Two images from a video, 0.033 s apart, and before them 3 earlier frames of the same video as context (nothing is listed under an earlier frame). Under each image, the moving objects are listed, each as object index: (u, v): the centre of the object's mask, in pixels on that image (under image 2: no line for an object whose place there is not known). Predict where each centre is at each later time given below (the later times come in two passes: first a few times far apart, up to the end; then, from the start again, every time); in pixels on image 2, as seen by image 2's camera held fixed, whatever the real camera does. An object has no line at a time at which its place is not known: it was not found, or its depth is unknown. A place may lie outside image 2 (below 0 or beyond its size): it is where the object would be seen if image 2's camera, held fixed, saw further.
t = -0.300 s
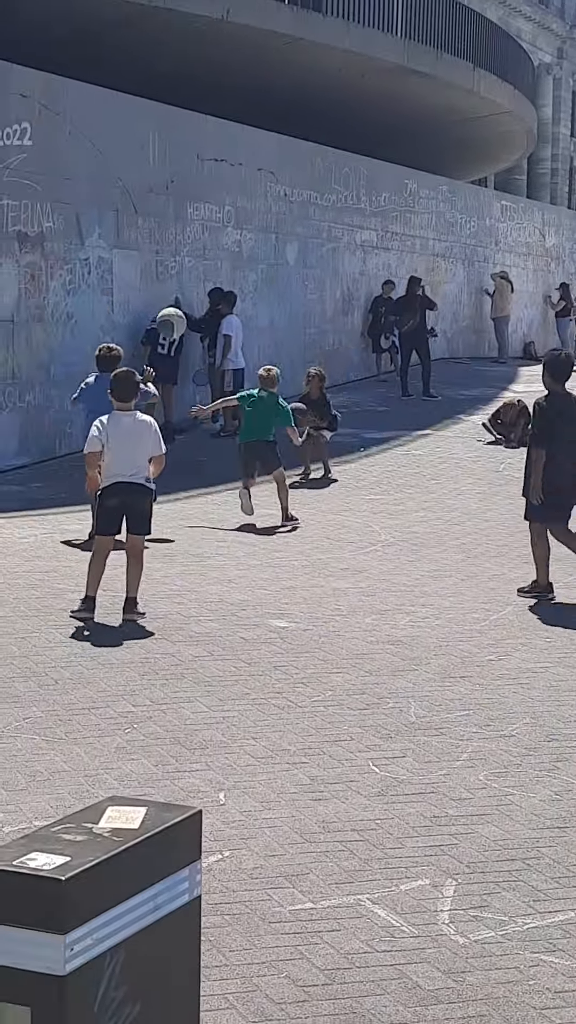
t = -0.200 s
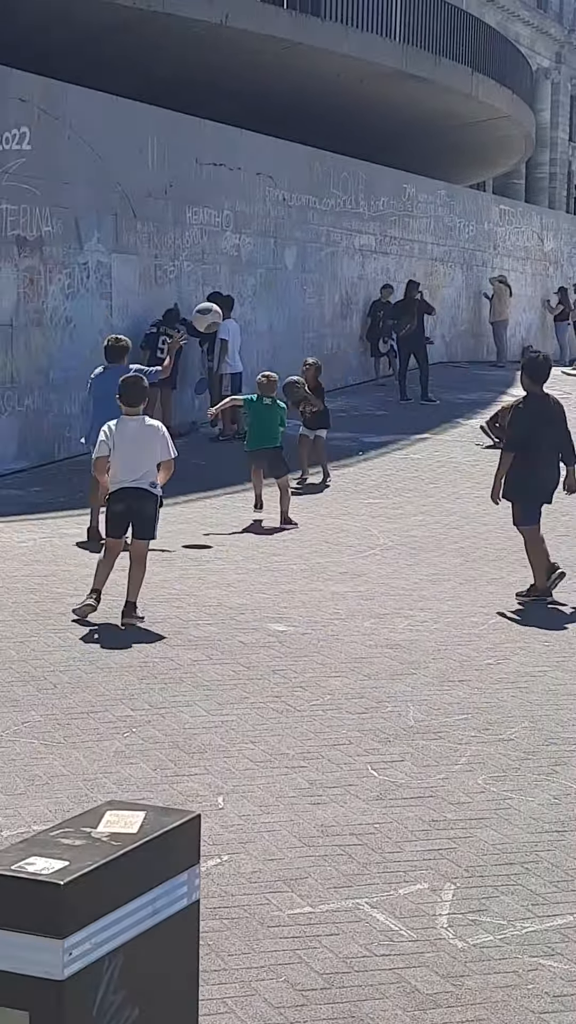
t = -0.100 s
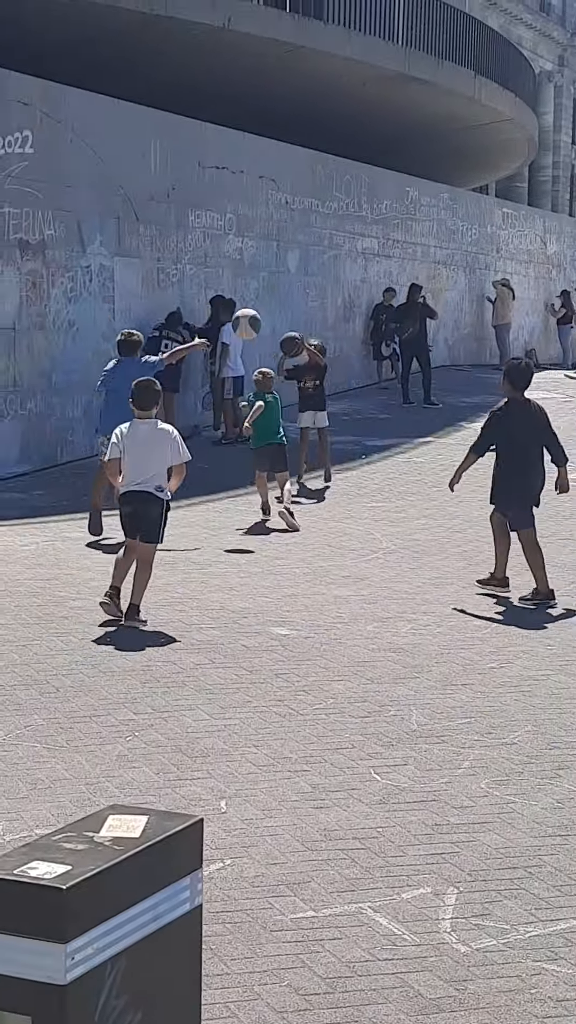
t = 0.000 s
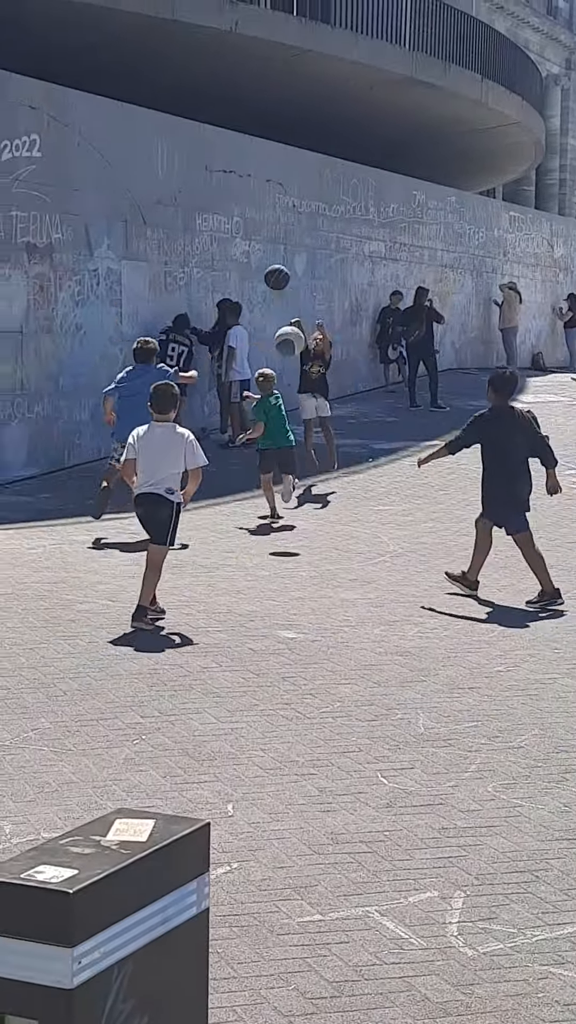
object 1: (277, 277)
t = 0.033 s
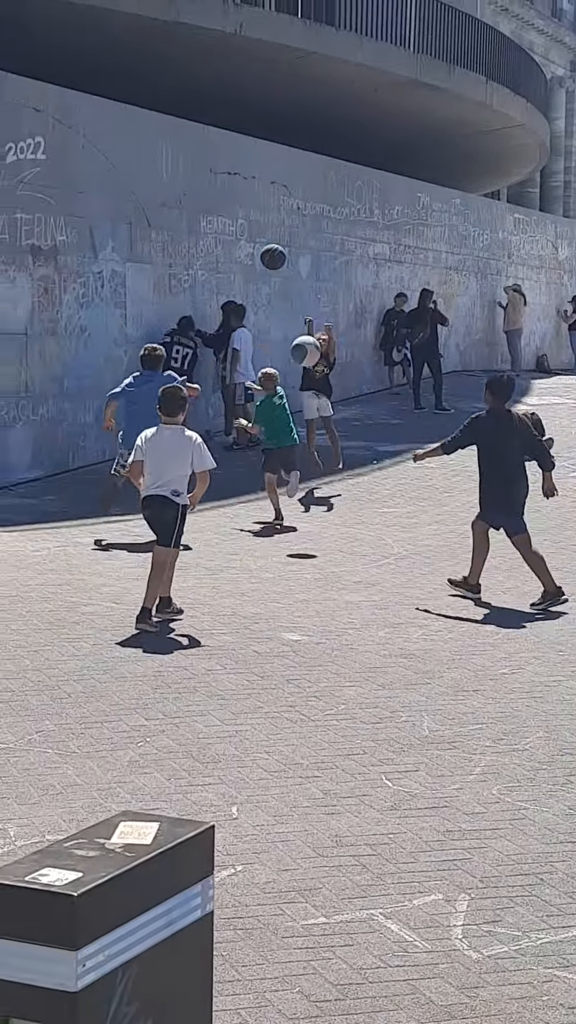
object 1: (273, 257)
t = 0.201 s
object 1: (231, 159)
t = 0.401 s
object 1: (174, 71)
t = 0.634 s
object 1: (97, 20)
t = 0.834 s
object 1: (25, 27)
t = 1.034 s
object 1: (-53, 88)
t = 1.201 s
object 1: (-87, 84)
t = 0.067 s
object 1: (265, 236)
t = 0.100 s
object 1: (257, 212)
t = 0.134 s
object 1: (248, 193)
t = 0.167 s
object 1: (239, 175)
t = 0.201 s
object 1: (231, 159)
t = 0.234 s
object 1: (221, 142)
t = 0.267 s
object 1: (212, 125)
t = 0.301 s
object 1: (203, 110)
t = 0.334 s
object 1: (193, 97)
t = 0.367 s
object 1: (183, 83)
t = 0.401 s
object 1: (174, 71)
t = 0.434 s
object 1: (164, 59)
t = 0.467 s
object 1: (154, 49)
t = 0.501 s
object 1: (142, 42)
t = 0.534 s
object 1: (132, 35)
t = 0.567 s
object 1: (121, 27)
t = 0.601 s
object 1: (110, 23)
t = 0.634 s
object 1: (97, 20)
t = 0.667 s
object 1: (86, 16)
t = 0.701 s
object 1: (74, 13)
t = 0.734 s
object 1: (62, 15)
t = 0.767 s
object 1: (50, 19)
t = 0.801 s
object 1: (38, 23)
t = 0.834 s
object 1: (25, 27)
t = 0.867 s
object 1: (12, 34)
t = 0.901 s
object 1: (-1, 41)
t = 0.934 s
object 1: (-13, 50)
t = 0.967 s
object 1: (-27, 61)
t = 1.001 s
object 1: (-40, 74)
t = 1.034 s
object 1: (-53, 88)
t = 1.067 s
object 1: (-67, 104)
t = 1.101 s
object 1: (-81, 121)
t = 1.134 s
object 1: (-84, 109)
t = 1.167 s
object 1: (-86, 96)
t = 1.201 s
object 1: (-87, 84)
